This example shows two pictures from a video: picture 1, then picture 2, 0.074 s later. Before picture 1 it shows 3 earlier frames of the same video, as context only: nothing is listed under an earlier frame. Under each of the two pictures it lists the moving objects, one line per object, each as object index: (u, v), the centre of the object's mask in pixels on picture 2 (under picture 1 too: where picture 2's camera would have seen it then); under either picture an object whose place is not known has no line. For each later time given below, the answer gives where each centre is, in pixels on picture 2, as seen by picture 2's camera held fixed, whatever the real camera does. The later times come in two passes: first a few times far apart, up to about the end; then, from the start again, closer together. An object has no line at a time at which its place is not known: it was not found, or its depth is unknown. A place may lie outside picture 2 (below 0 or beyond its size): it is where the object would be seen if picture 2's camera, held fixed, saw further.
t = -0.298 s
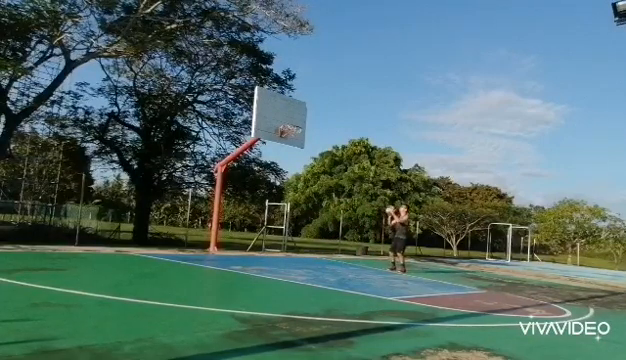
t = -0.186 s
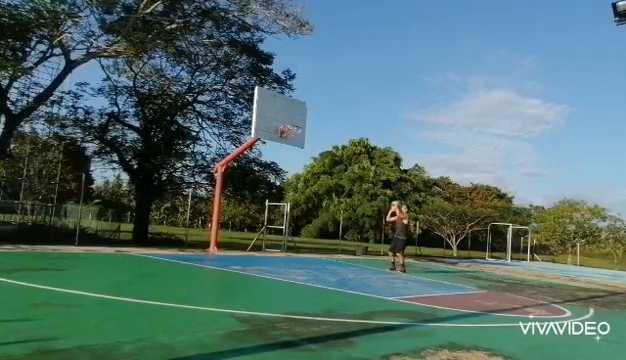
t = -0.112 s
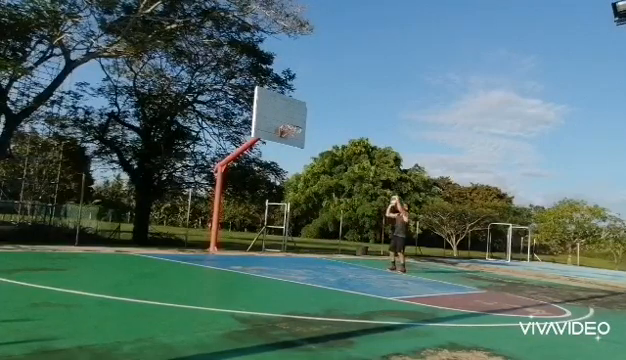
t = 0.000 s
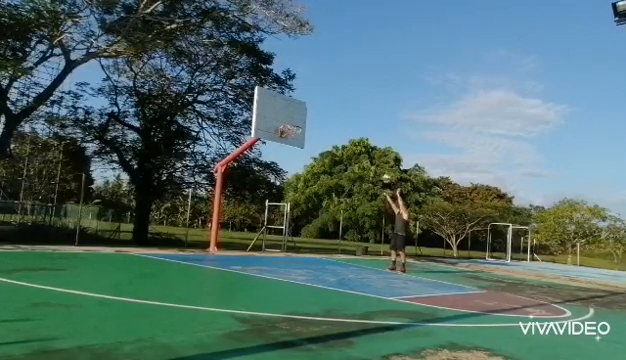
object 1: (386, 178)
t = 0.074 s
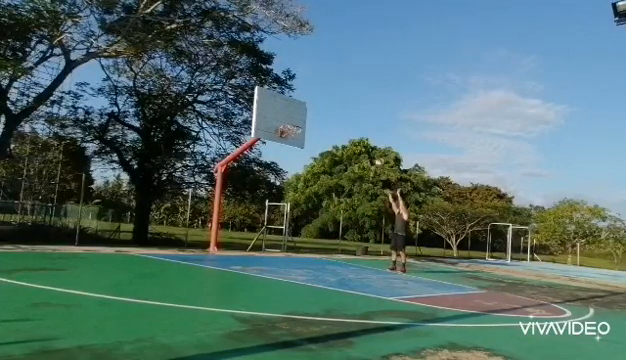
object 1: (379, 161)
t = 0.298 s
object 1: (357, 128)
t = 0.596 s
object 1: (325, 110)
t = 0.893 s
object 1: (289, 126)
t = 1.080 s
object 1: (287, 146)
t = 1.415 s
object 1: (283, 212)
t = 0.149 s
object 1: (371, 148)
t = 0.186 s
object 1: (368, 142)
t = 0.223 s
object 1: (365, 137)
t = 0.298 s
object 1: (357, 128)
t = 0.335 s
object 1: (354, 124)
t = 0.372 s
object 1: (349, 121)
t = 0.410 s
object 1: (346, 117)
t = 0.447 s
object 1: (341, 115)
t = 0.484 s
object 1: (337, 113)
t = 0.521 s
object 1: (334, 111)
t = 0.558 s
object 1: (329, 111)
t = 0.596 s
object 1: (325, 110)
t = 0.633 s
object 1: (321, 110)
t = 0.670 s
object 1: (317, 111)
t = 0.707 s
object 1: (312, 112)
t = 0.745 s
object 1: (308, 114)
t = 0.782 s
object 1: (303, 117)
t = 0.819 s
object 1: (298, 119)
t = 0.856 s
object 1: (294, 123)
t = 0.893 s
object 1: (289, 126)
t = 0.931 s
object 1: (285, 129)
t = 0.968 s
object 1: (286, 134)
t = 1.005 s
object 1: (286, 137)
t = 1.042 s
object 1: (286, 141)
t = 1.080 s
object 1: (287, 146)
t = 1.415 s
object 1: (283, 212)
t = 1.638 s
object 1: (284, 241)
